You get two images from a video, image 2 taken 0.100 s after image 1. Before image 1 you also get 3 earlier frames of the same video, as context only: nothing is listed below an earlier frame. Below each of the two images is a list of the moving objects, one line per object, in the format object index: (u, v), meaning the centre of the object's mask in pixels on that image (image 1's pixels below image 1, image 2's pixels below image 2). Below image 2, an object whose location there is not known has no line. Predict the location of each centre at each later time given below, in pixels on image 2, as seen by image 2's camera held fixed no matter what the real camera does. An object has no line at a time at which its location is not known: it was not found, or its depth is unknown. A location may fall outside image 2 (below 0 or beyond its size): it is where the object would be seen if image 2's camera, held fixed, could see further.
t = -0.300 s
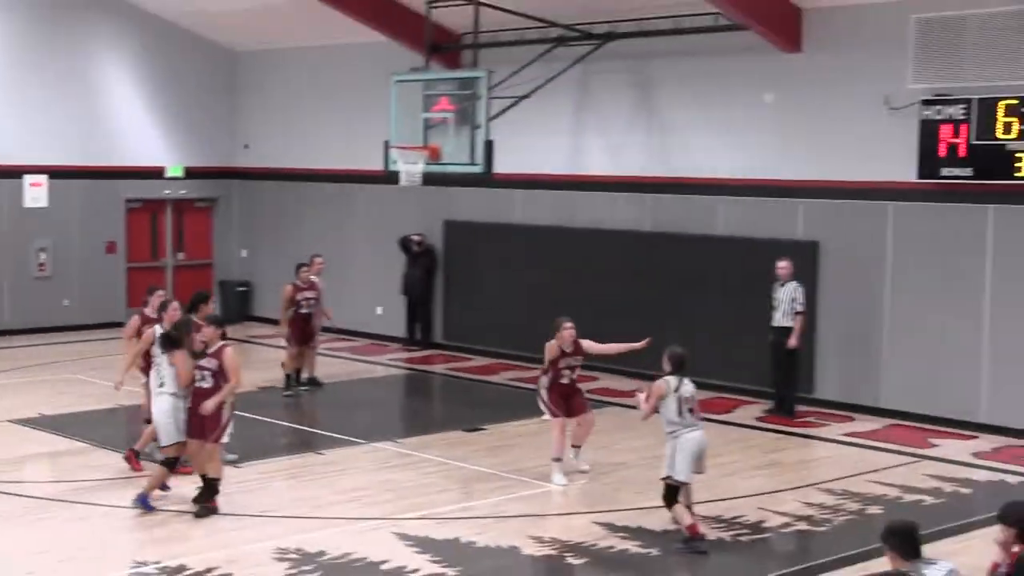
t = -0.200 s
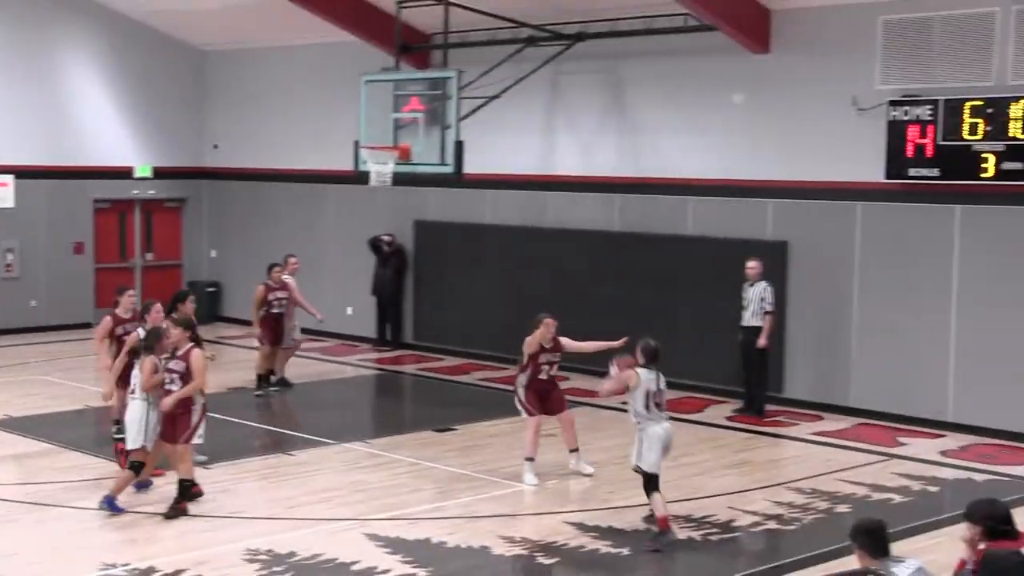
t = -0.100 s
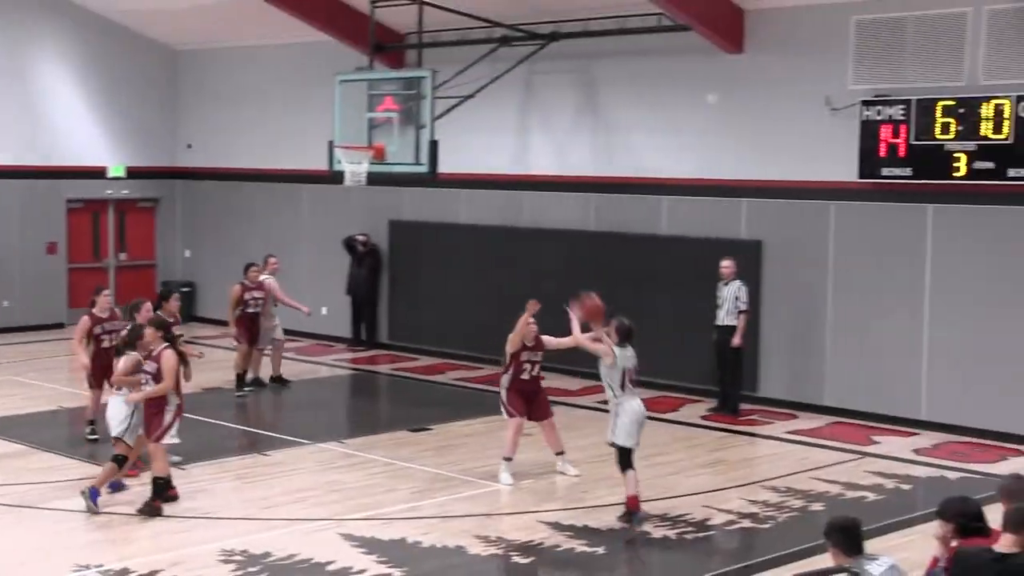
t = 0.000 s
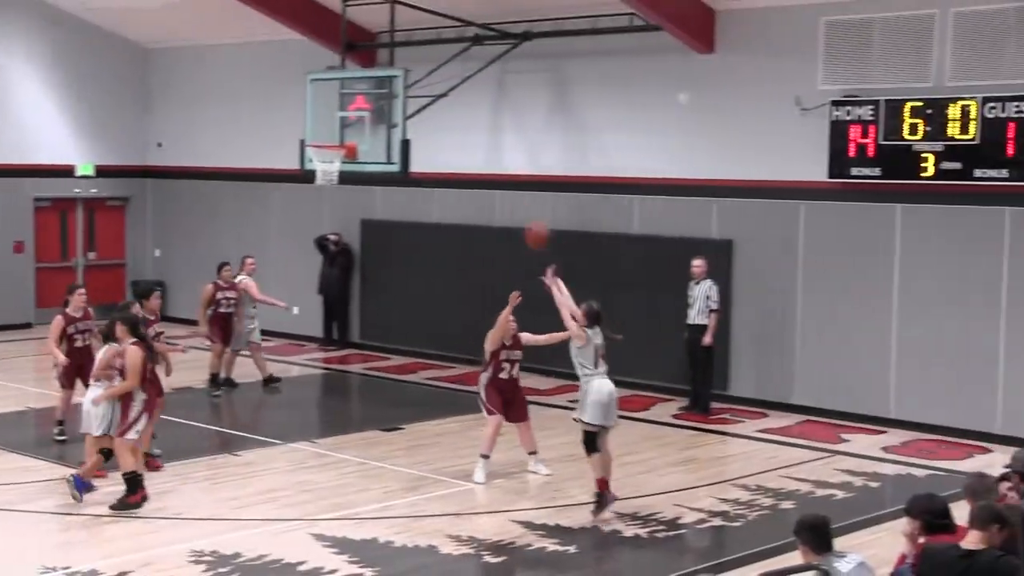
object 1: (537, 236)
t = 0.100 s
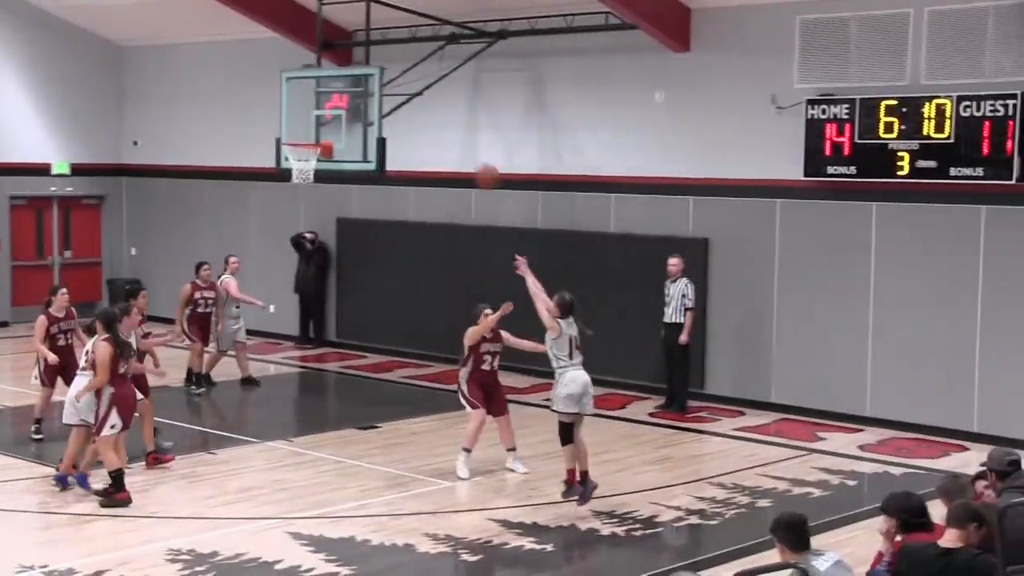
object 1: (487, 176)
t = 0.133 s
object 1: (478, 160)
